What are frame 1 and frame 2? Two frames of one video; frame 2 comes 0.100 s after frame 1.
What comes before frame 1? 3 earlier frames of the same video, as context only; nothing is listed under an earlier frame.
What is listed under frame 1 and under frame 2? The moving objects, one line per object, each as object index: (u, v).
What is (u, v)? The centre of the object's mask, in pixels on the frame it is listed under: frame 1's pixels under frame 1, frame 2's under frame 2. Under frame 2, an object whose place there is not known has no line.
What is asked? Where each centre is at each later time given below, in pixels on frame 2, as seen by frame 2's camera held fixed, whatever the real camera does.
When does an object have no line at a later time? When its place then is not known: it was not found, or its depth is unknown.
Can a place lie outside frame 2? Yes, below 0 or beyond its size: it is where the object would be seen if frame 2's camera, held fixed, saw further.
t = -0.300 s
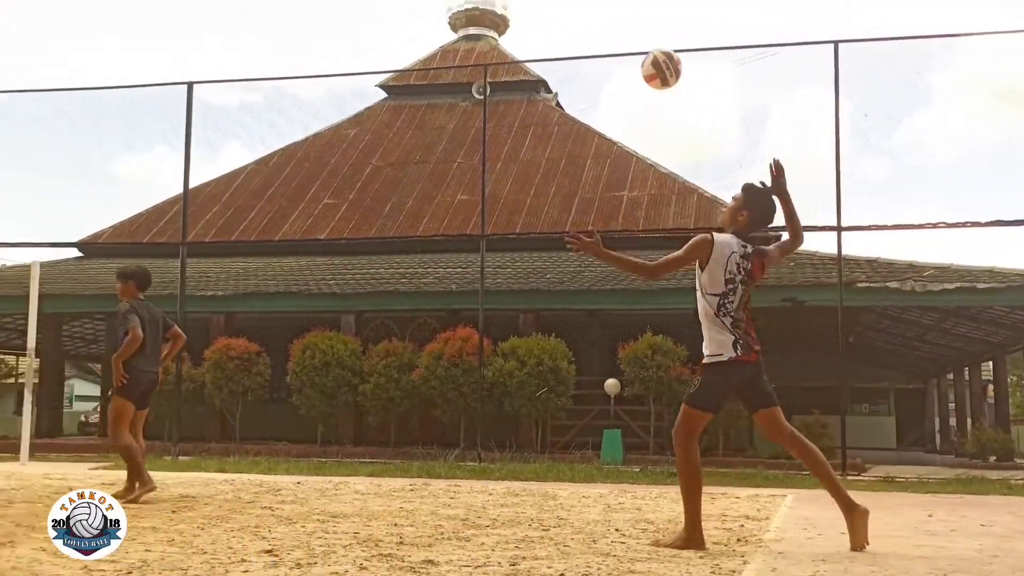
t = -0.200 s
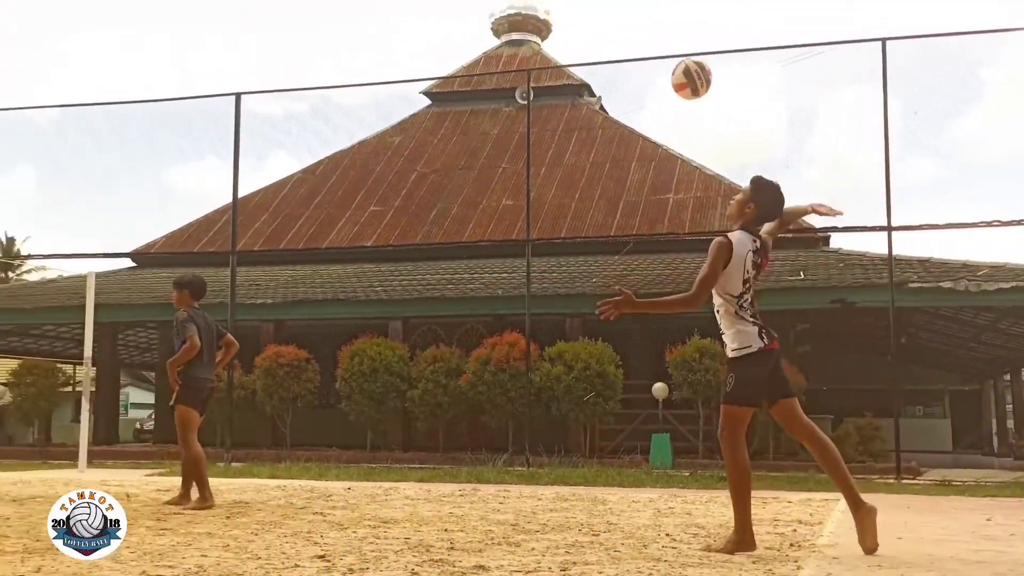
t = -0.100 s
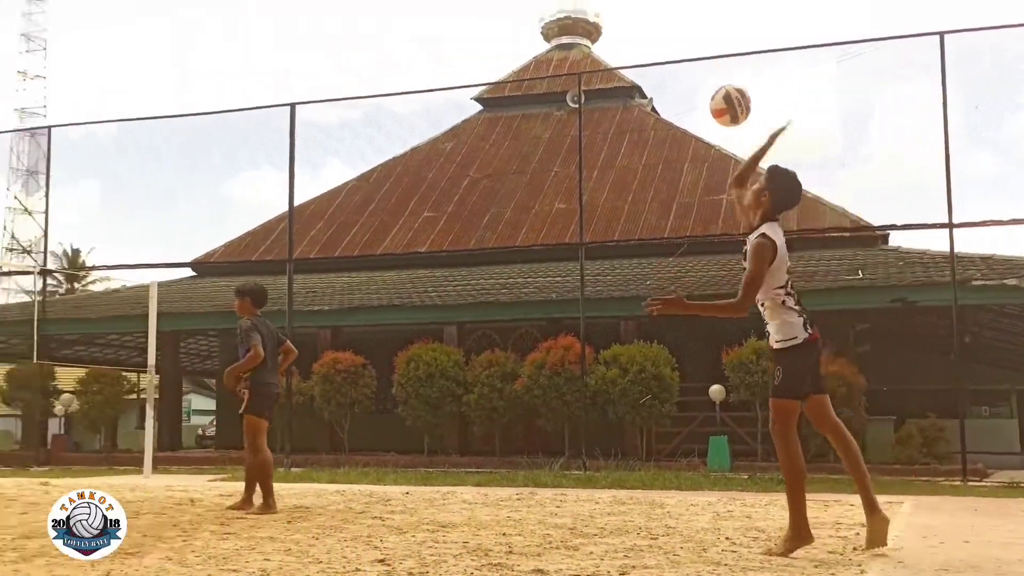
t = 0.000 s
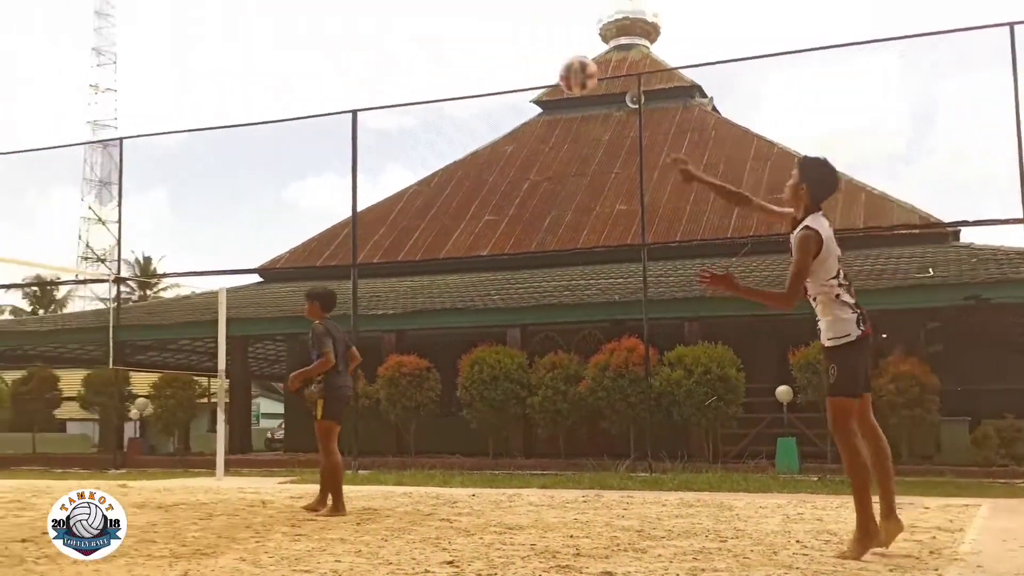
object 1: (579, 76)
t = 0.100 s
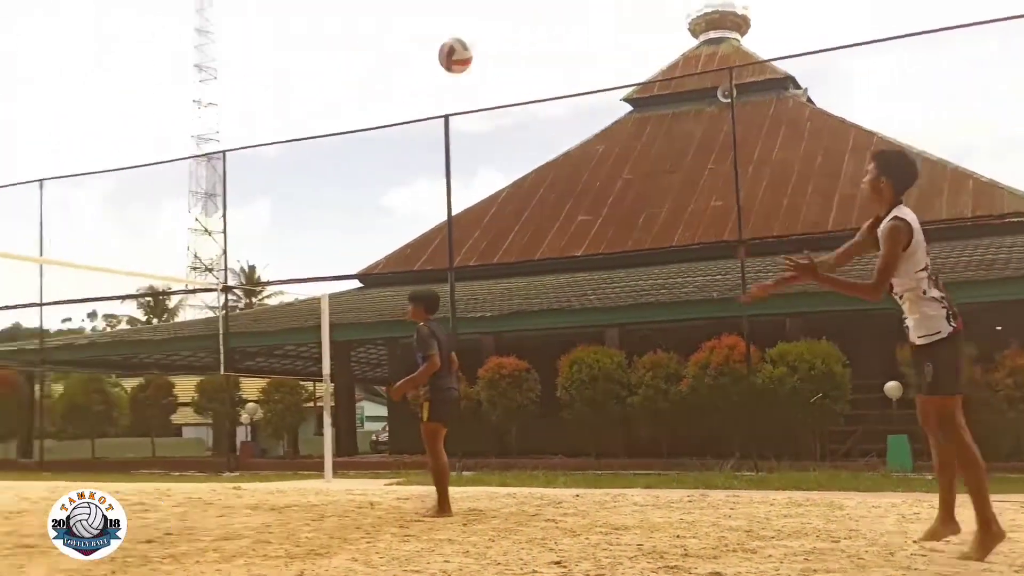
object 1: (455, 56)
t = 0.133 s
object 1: (394, 54)
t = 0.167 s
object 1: (339, 53)
